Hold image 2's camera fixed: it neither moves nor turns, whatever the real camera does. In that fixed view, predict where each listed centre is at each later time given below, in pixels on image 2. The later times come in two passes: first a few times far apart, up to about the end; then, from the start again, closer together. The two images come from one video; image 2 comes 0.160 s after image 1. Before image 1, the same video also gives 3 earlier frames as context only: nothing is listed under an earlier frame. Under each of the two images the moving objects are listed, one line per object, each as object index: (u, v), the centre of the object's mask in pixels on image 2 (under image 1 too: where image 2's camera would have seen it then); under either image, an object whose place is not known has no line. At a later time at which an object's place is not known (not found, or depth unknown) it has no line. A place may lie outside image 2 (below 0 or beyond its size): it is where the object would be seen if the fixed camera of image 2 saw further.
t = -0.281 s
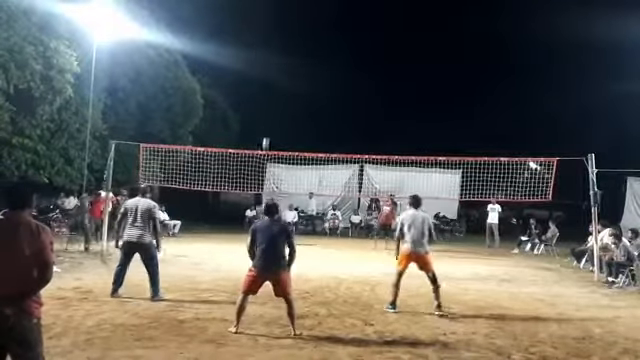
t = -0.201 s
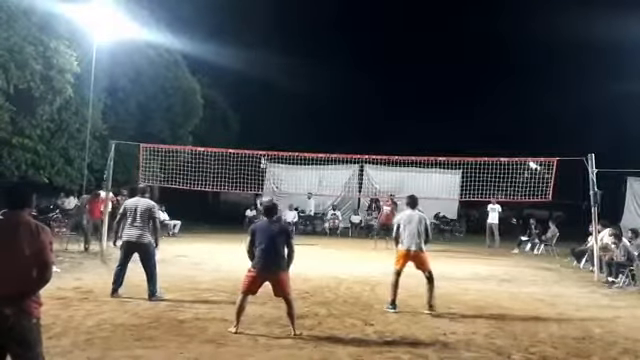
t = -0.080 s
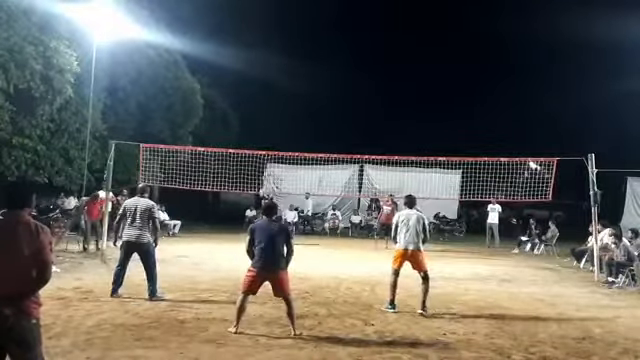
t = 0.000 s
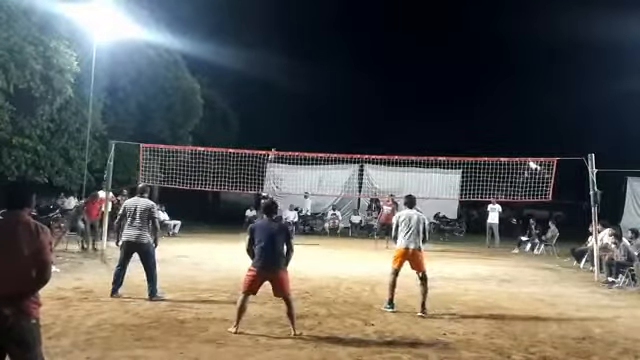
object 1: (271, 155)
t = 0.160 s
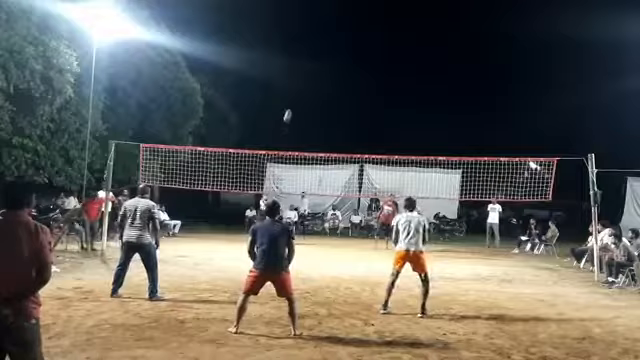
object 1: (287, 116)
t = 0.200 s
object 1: (291, 107)
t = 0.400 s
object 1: (313, 67)
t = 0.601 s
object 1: (338, 36)
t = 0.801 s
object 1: (367, 18)
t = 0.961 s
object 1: (394, 16)
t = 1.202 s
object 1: (446, 44)
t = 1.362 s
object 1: (490, 95)
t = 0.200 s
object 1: (291, 107)
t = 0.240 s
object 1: (295, 98)
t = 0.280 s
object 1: (299, 90)
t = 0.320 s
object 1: (304, 82)
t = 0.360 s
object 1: (308, 74)
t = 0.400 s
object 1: (313, 67)
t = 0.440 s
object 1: (317, 60)
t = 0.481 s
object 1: (322, 53)
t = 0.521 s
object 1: (327, 47)
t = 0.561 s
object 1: (332, 41)
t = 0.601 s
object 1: (338, 36)
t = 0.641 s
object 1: (343, 31)
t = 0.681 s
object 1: (349, 27)
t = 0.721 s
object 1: (355, 23)
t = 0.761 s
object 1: (360, 20)
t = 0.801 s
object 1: (367, 18)
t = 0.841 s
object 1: (373, 16)
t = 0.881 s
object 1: (380, 15)
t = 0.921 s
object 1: (387, 15)
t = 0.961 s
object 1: (394, 16)
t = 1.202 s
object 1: (446, 44)
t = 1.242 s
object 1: (456, 54)
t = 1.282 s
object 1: (467, 65)
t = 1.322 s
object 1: (479, 79)
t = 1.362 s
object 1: (490, 95)
